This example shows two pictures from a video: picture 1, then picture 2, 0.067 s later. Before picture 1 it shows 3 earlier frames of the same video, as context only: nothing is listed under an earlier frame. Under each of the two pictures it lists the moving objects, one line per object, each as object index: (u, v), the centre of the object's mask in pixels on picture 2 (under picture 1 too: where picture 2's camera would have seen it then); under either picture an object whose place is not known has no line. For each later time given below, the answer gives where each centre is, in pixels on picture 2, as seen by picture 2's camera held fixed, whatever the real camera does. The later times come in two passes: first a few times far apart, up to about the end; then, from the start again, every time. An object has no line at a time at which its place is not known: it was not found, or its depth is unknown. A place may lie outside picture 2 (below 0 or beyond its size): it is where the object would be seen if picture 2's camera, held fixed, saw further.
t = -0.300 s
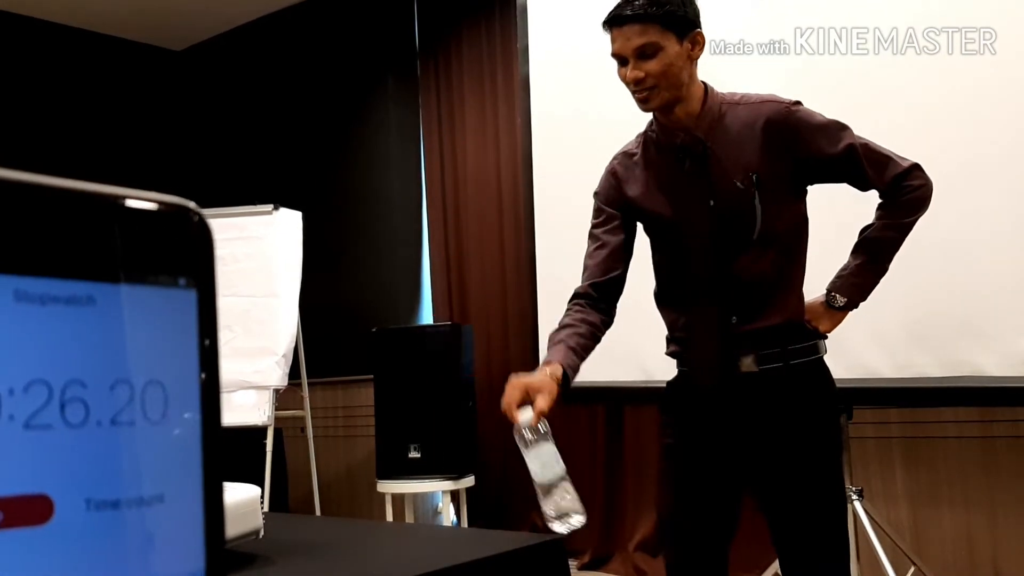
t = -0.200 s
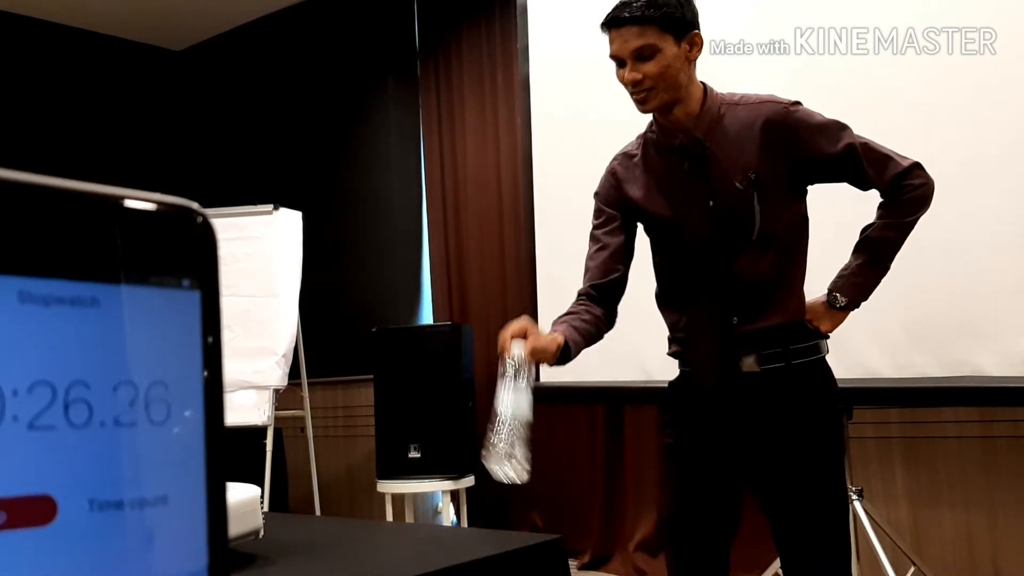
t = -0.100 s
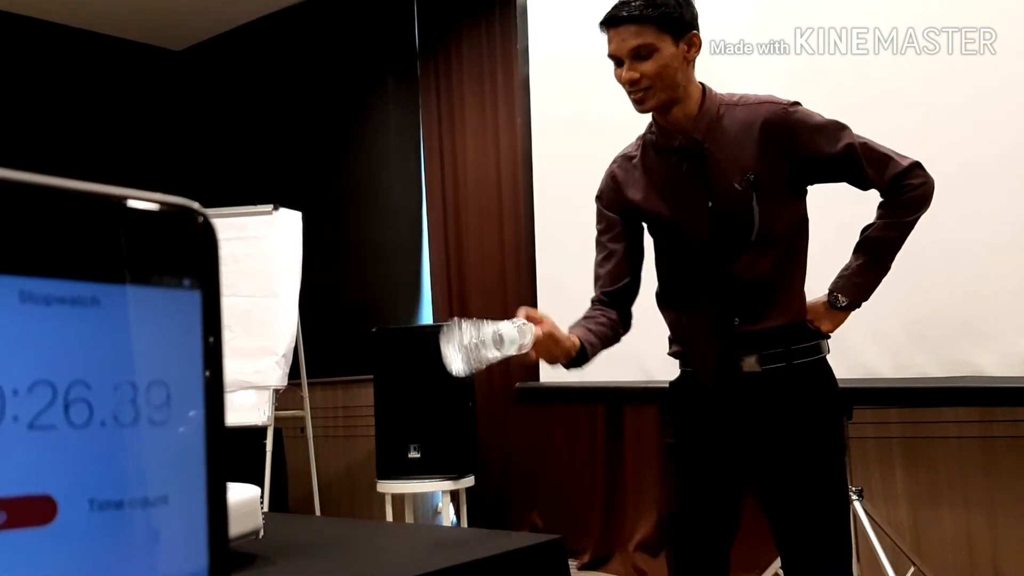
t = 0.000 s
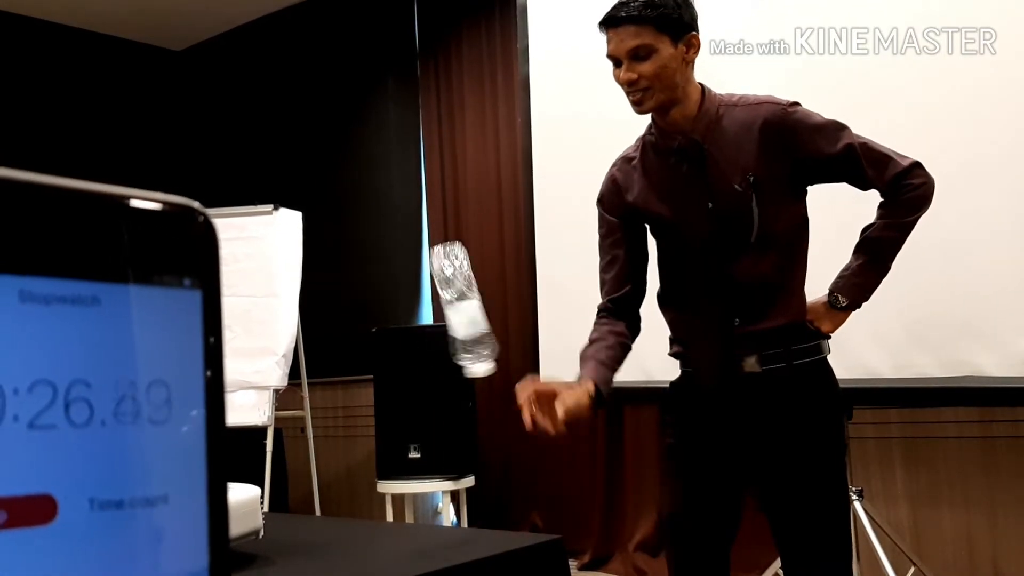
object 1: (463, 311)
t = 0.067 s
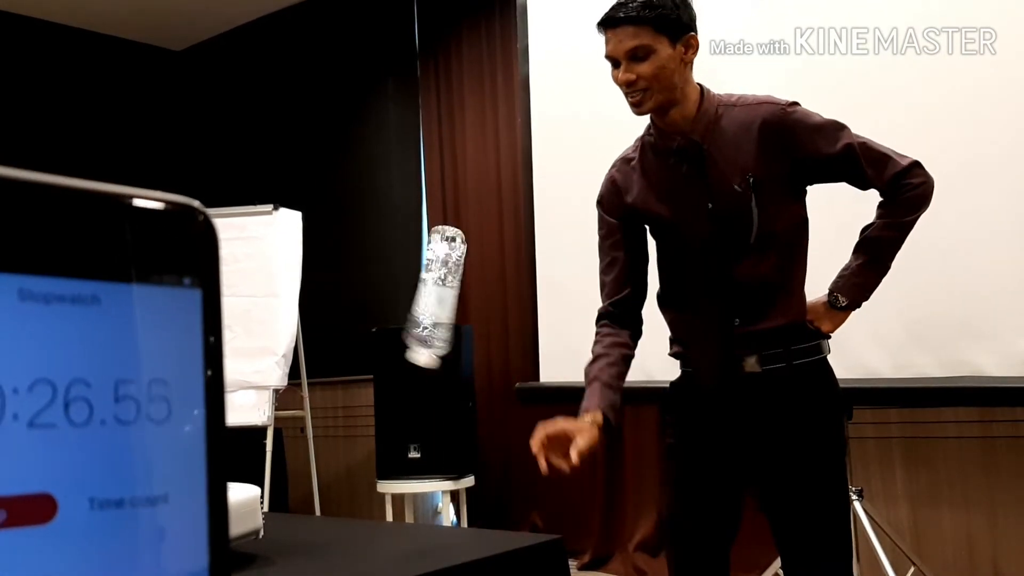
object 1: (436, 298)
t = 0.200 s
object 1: (410, 314)
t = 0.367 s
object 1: (384, 494)
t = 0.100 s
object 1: (424, 293)
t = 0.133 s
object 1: (416, 292)
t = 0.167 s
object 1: (413, 298)
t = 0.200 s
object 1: (410, 314)
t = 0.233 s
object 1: (408, 340)
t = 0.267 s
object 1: (408, 375)
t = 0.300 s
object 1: (406, 419)
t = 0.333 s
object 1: (404, 473)
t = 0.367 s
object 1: (384, 494)
